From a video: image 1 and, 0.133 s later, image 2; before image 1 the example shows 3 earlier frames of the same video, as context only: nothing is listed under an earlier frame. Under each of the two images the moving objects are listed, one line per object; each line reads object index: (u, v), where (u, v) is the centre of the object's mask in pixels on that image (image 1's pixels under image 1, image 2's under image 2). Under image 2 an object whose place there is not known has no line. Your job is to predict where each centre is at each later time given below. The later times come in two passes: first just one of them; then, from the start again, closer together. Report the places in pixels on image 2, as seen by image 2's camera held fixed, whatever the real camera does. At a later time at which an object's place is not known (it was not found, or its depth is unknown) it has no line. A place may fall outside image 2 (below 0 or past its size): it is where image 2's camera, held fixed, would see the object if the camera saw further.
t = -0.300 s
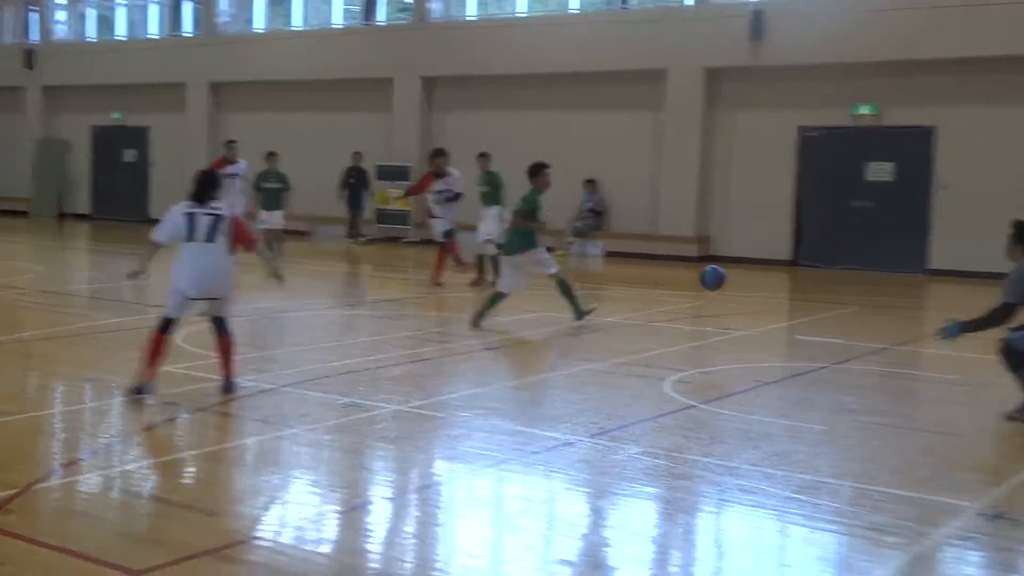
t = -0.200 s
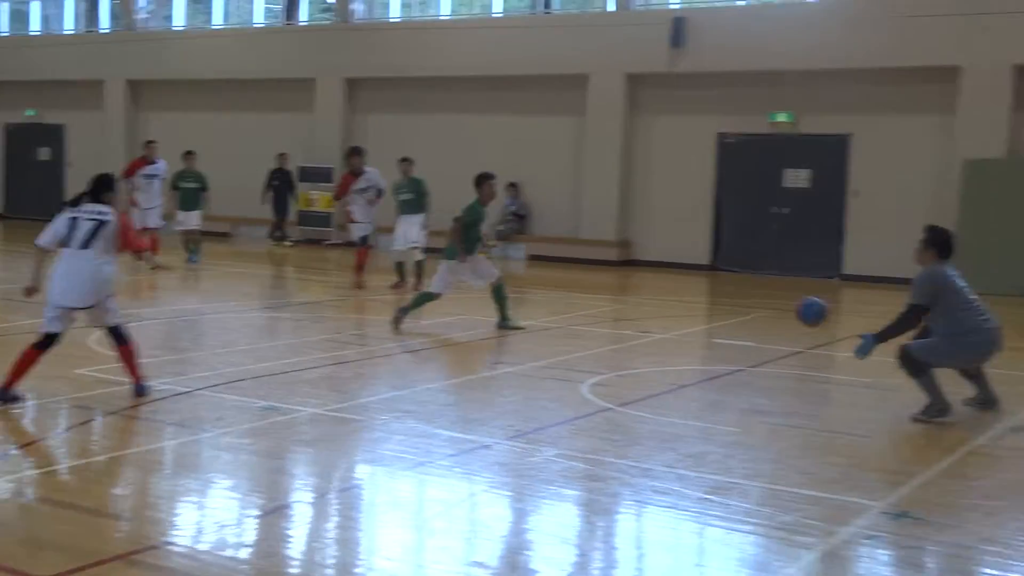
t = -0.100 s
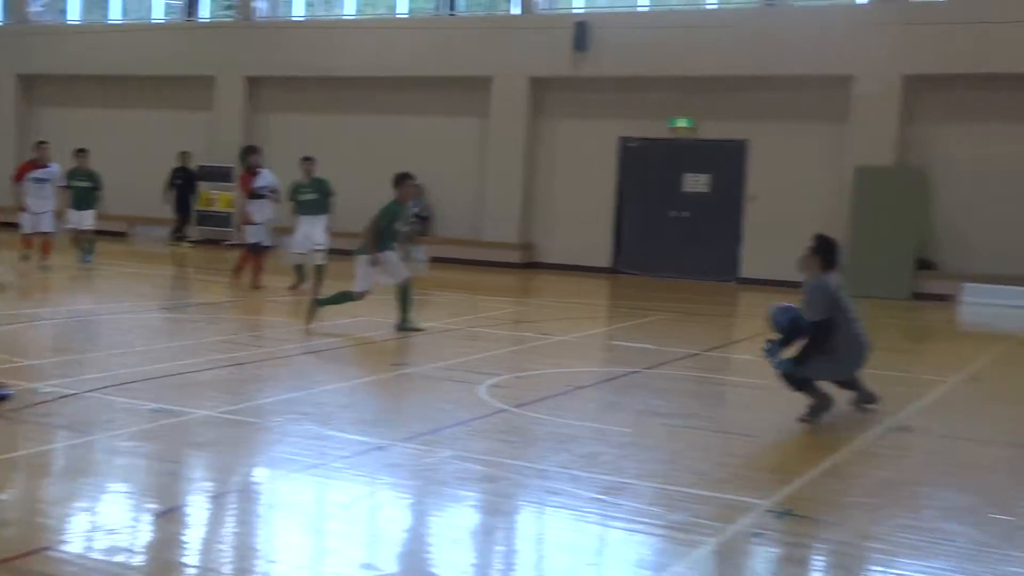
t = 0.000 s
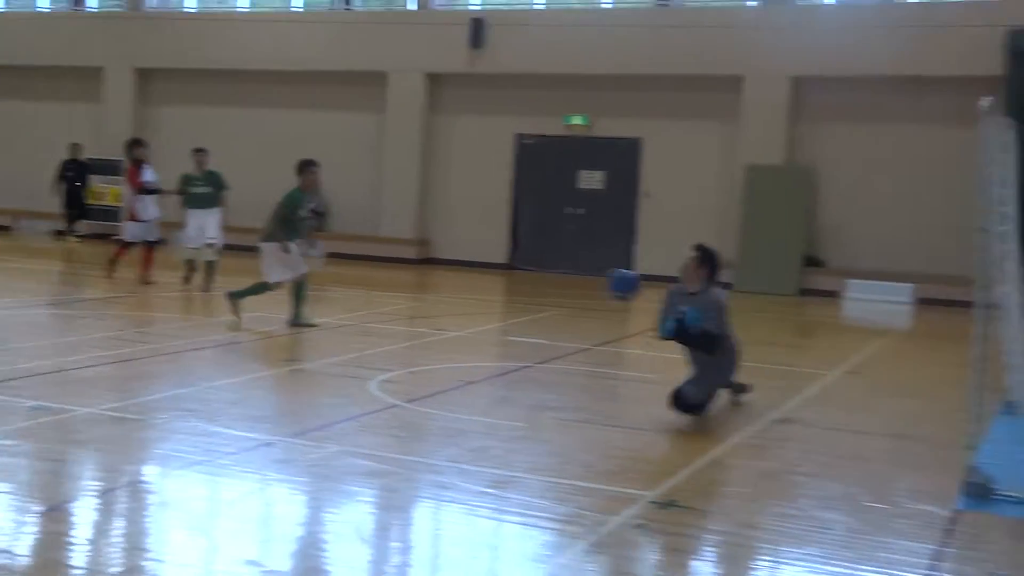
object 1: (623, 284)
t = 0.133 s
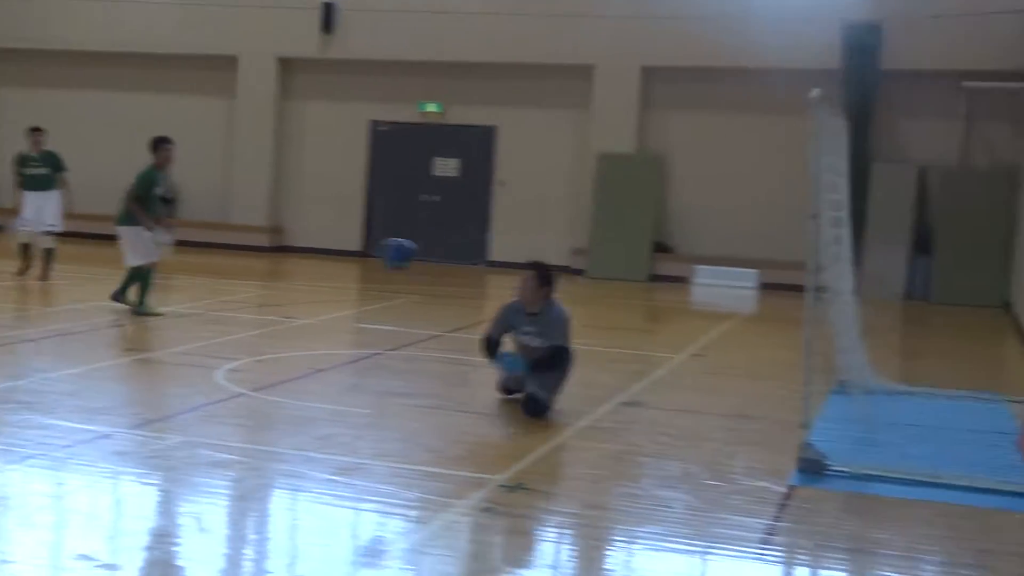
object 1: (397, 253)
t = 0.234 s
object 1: (330, 259)
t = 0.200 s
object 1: (354, 256)
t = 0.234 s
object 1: (330, 259)
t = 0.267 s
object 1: (307, 264)
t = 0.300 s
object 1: (286, 271)
